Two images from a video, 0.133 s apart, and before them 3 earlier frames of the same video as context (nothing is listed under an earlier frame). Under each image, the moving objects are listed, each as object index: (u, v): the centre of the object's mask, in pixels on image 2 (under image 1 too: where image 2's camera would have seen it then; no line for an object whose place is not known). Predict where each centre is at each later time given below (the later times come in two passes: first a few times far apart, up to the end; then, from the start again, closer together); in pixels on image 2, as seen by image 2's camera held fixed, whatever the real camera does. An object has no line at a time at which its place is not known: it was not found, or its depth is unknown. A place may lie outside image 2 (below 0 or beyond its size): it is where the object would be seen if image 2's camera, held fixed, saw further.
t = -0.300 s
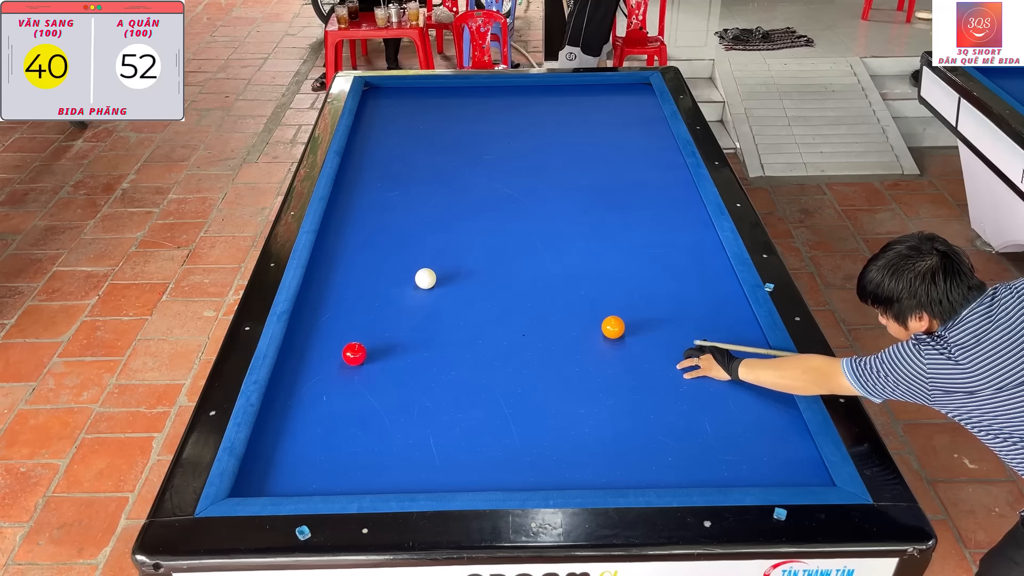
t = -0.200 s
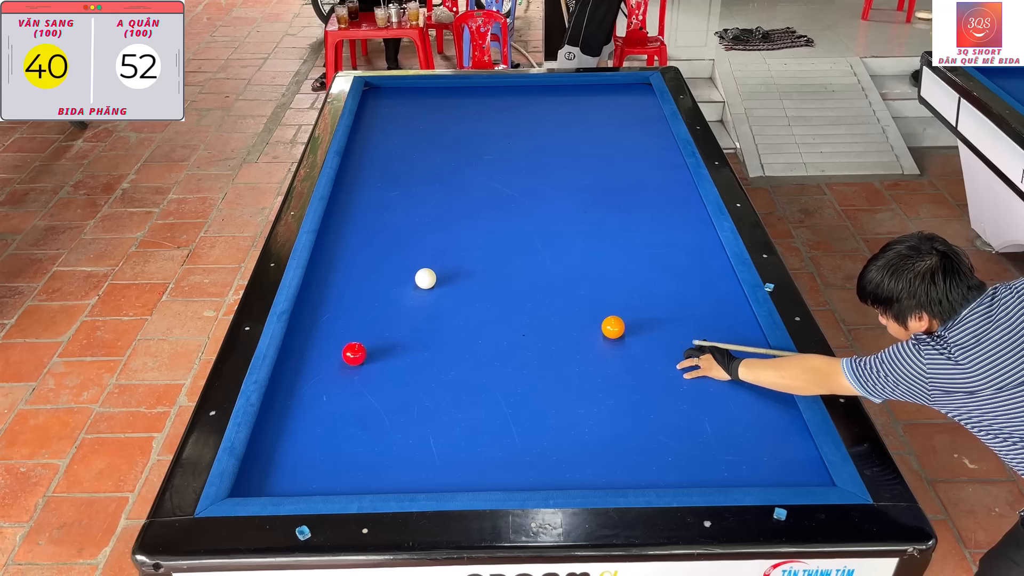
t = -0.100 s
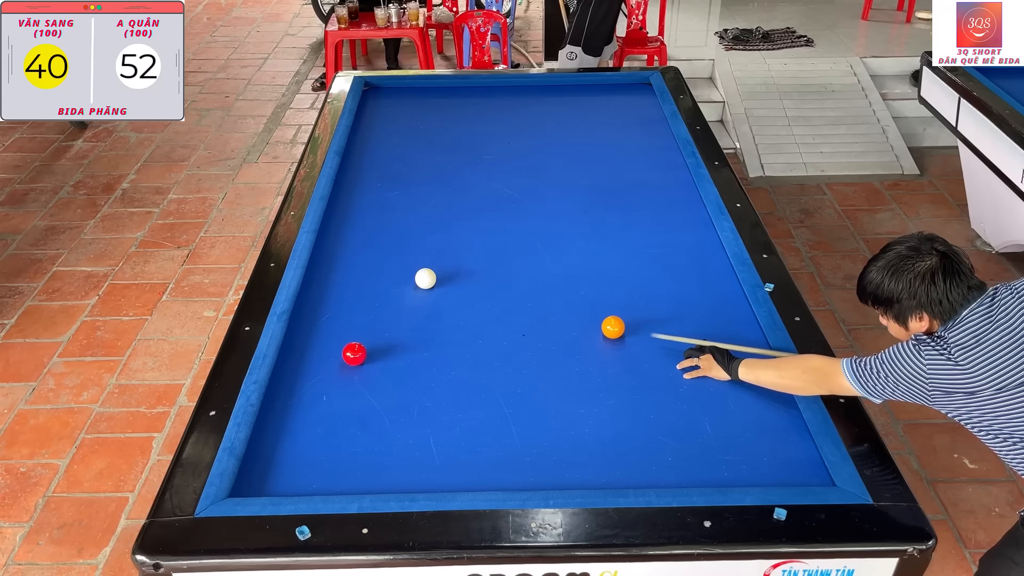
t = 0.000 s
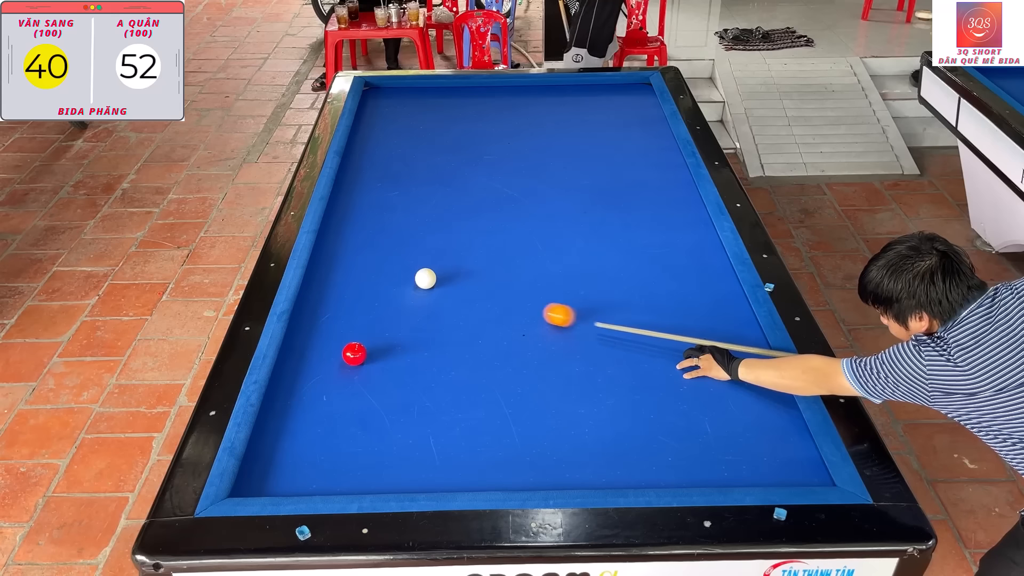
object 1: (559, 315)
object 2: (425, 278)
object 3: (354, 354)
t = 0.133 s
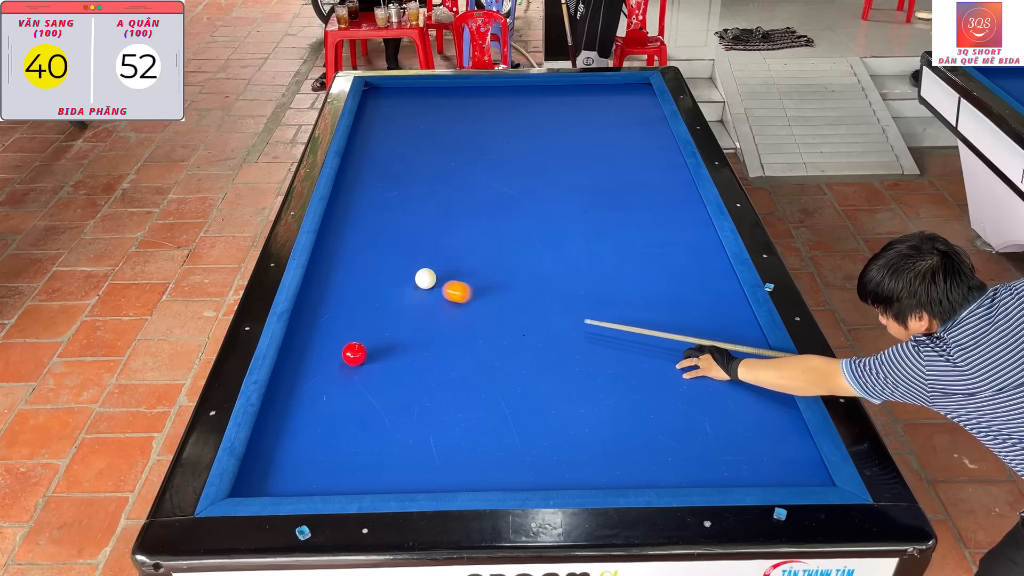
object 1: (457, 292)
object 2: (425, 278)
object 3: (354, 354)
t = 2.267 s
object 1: (389, 373)
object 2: (538, 90)
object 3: (556, 468)
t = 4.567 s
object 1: (419, 388)
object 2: (630, 167)
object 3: (725, 374)
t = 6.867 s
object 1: (419, 389)
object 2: (551, 250)
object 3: (726, 342)
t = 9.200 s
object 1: (419, 388)
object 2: (472, 323)
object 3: (721, 341)
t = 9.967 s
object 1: (419, 388)
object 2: (449, 341)
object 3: (721, 341)
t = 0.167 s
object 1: (436, 288)
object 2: (422, 276)
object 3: (354, 354)
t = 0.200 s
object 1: (424, 291)
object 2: (412, 269)
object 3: (354, 354)
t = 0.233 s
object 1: (413, 295)
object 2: (402, 260)
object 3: (354, 354)
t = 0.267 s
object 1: (402, 299)
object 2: (392, 253)
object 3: (354, 354)
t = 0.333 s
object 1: (379, 305)
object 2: (373, 239)
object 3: (354, 354)
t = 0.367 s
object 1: (367, 308)
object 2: (365, 232)
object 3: (354, 354)
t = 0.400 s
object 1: (355, 311)
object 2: (357, 226)
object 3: (354, 354)
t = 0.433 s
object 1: (343, 314)
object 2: (349, 220)
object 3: (354, 354)
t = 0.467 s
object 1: (331, 316)
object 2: (342, 215)
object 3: (354, 354)
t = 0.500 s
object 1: (319, 319)
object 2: (335, 209)
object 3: (354, 354)
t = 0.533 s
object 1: (307, 322)
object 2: (339, 205)
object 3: (354, 354)
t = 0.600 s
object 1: (308, 328)
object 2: (354, 198)
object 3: (354, 354)
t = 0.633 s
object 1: (316, 332)
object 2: (360, 194)
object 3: (354, 354)
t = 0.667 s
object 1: (323, 335)
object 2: (366, 190)
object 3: (354, 354)
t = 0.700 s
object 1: (330, 339)
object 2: (371, 187)
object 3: (354, 354)
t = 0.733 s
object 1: (336, 342)
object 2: (376, 184)
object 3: (355, 354)
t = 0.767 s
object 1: (340, 344)
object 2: (381, 180)
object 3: (358, 356)
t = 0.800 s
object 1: (341, 344)
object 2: (385, 177)
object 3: (363, 360)
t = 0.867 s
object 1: (343, 345)
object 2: (394, 171)
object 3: (373, 367)
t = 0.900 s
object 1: (344, 346)
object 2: (399, 168)
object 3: (378, 371)
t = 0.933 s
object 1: (346, 347)
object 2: (403, 165)
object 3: (382, 374)
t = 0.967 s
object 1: (347, 348)
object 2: (407, 162)
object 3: (386, 377)
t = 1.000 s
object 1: (348, 348)
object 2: (412, 159)
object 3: (390, 380)
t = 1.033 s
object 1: (349, 349)
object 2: (416, 156)
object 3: (394, 383)
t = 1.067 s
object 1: (351, 350)
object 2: (420, 153)
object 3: (399, 386)
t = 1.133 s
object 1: (353, 351)
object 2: (428, 148)
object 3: (407, 392)
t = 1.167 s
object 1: (354, 352)
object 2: (432, 145)
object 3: (411, 395)
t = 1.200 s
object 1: (355, 353)
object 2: (436, 142)
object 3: (416, 398)
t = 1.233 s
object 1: (356, 354)
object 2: (440, 140)
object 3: (420, 402)
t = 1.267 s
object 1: (358, 354)
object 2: (443, 137)
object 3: (425, 405)
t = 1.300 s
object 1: (359, 355)
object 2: (447, 135)
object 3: (429, 408)
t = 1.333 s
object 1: (360, 356)
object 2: (451, 132)
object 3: (433, 411)
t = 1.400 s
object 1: (362, 357)
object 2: (458, 127)
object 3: (442, 418)
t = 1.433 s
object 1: (363, 358)
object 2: (461, 125)
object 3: (447, 421)
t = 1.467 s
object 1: (364, 359)
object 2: (465, 122)
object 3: (451, 424)
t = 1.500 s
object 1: (365, 359)
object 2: (468, 120)
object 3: (456, 428)
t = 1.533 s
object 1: (367, 360)
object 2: (471, 117)
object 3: (461, 431)
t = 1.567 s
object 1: (368, 361)
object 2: (475, 115)
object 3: (465, 434)
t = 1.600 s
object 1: (369, 361)
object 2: (478, 113)
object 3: (470, 438)
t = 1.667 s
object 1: (371, 363)
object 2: (484, 108)
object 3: (479, 445)
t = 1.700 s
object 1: (372, 363)
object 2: (488, 106)
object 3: (484, 448)
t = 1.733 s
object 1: (373, 364)
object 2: (491, 104)
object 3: (489, 452)
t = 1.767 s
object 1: (374, 364)
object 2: (494, 102)
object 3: (493, 455)
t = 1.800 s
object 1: (375, 365)
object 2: (497, 100)
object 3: (498, 459)
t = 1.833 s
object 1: (376, 366)
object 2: (500, 98)
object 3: (503, 462)
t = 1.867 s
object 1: (377, 366)
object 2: (503, 96)
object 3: (508, 466)
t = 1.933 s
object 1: (379, 367)
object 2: (509, 91)
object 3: (518, 473)
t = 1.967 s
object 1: (380, 368)
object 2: (511, 89)
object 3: (523, 477)
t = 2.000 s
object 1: (381, 369)
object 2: (514, 87)
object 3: (528, 479)
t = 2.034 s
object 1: (382, 369)
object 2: (517, 86)
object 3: (533, 481)
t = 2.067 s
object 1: (383, 370)
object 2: (520, 84)
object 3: (536, 480)
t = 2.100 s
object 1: (384, 370)
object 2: (523, 84)
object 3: (539, 478)
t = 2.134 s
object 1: (385, 371)
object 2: (525, 85)
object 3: (543, 476)
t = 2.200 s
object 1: (387, 372)
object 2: (532, 88)
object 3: (550, 473)
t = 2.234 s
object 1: (388, 372)
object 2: (535, 89)
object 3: (553, 471)
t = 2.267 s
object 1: (389, 373)
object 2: (538, 90)
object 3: (556, 468)
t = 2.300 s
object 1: (390, 373)
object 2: (541, 91)
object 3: (559, 467)
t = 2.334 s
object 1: (391, 374)
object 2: (544, 92)
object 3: (563, 465)
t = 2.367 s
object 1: (391, 374)
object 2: (547, 93)
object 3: (566, 463)
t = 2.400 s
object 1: (392, 375)
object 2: (550, 94)
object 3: (569, 461)
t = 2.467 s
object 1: (394, 376)
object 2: (556, 96)
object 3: (575, 457)
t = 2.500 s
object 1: (395, 376)
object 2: (559, 97)
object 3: (578, 456)
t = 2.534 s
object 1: (396, 376)
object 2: (562, 98)
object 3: (582, 454)
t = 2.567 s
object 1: (397, 377)
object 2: (565, 99)
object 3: (584, 452)
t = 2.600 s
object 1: (397, 377)
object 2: (568, 100)
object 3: (587, 450)
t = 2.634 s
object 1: (398, 378)
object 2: (571, 101)
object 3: (590, 449)
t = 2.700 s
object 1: (400, 378)
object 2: (578, 103)
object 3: (596, 445)
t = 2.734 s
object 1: (400, 379)
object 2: (581, 104)
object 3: (599, 444)
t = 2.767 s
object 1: (401, 379)
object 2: (584, 105)
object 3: (602, 442)
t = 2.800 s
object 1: (402, 379)
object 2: (587, 107)
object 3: (605, 441)
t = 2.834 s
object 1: (402, 380)
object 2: (590, 108)
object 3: (607, 439)
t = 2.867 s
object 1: (403, 380)
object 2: (594, 109)
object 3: (610, 437)
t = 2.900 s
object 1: (404, 380)
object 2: (597, 110)
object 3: (613, 436)
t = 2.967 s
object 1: (405, 381)
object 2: (603, 112)
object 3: (619, 433)
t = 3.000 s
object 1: (406, 381)
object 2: (606, 113)
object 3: (621, 431)
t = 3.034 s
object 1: (406, 382)
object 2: (609, 114)
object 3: (624, 430)
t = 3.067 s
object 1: (407, 382)
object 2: (613, 115)
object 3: (627, 428)
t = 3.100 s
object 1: (407, 382)
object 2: (616, 116)
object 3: (629, 427)
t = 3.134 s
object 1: (408, 383)
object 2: (619, 117)
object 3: (632, 425)
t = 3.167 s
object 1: (408, 383)
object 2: (622, 118)
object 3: (635, 424)
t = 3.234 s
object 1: (409, 383)
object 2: (629, 120)
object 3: (639, 421)
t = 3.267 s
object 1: (410, 384)
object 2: (632, 121)
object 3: (642, 420)
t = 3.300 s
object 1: (411, 384)
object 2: (635, 122)
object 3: (645, 418)
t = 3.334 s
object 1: (411, 384)
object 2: (639, 123)
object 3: (647, 417)
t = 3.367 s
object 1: (411, 385)
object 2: (642, 125)
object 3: (650, 415)
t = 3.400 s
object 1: (412, 385)
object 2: (645, 126)
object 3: (652, 414)
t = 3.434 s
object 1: (412, 385)
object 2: (649, 127)
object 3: (654, 413)
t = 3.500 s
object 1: (413, 385)
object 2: (655, 129)
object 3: (659, 410)
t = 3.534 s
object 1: (414, 385)
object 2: (659, 130)
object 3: (662, 408)
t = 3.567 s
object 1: (414, 386)
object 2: (662, 131)
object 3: (664, 407)
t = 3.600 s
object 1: (414, 386)
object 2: (665, 132)
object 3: (666, 406)
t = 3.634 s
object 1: (415, 386)
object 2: (663, 133)
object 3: (669, 405)
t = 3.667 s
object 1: (415, 386)
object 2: (662, 135)
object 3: (671, 404)
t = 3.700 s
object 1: (416, 386)
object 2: (660, 136)
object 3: (673, 402)
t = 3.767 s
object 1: (416, 387)
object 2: (658, 138)
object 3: (678, 400)
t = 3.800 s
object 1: (416, 387)
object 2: (657, 139)
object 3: (680, 398)
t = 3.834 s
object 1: (416, 387)
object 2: (656, 140)
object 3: (682, 397)
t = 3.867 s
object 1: (417, 387)
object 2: (655, 142)
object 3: (684, 396)
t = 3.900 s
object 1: (417, 387)
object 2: (654, 143)
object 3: (686, 395)
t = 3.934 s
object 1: (417, 387)
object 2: (652, 144)
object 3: (688, 394)
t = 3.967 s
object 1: (417, 388)
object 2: (651, 145)
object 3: (691, 393)
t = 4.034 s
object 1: (418, 388)
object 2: (649, 148)
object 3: (694, 390)
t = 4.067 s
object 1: (418, 388)
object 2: (648, 149)
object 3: (696, 389)
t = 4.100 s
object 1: (418, 388)
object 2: (647, 150)
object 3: (699, 388)
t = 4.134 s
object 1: (418, 388)
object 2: (645, 151)
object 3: (700, 387)
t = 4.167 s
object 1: (418, 388)
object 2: (644, 152)
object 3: (702, 386)
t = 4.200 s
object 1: (418, 388)
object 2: (643, 154)
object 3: (704, 385)
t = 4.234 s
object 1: (419, 388)
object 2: (642, 155)
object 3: (706, 383)
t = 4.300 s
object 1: (419, 388)
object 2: (640, 157)
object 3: (710, 377)
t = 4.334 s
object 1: (419, 388)
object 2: (638, 158)
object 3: (712, 376)
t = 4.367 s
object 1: (419, 388)
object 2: (637, 159)
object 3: (714, 377)
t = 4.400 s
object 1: (419, 388)
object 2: (636, 161)
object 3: (716, 378)
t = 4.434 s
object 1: (419, 388)
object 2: (635, 162)
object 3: (717, 378)
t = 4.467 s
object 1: (419, 388)
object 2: (634, 163)
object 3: (719, 376)
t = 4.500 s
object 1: (419, 388)
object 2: (633, 164)
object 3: (721, 375)
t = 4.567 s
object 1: (419, 388)
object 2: (630, 167)
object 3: (725, 374)
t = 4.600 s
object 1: (419, 388)
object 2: (629, 168)
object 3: (726, 372)
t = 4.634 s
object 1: (419, 388)
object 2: (628, 169)
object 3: (728, 372)
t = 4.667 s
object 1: (419, 388)
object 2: (627, 170)
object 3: (730, 371)
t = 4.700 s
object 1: (419, 388)
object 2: (626, 172)
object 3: (731, 370)
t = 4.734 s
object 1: (419, 388)
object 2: (625, 173)
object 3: (733, 369)
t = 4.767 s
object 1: (419, 388)
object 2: (623, 174)
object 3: (735, 368)
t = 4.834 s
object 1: (419, 387)
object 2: (621, 177)
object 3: (738, 366)
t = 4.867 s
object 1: (419, 386)
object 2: (620, 178)
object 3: (740, 365)
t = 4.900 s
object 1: (419, 388)
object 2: (619, 179)
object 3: (741, 364)
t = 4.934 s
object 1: (419, 388)
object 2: (618, 180)
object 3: (743, 364)
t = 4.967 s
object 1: (419, 388)
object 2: (616, 181)
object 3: (744, 363)
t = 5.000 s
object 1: (419, 388)
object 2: (615, 183)
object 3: (746, 362)
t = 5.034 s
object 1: (419, 388)
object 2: (614, 184)
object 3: (747, 361)
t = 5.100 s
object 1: (419, 388)
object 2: (612, 186)
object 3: (750, 359)
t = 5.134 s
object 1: (419, 388)
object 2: (611, 187)
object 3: (752, 359)
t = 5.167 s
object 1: (419, 388)
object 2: (609, 189)
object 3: (753, 358)
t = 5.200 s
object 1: (419, 388)
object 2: (608, 190)
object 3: (755, 357)
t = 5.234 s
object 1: (419, 388)
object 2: (607, 191)
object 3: (756, 356)
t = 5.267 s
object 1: (419, 388)
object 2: (606, 192)
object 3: (757, 356)
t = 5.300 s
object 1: (419, 388)
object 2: (605, 194)
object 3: (759, 354)
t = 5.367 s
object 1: (419, 388)
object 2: (603, 196)
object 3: (761, 353)
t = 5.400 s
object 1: (419, 388)
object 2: (601, 197)
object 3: (761, 353)
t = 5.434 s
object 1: (419, 388)
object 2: (600, 198)
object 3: (759, 352)
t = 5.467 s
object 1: (419, 388)
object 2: (599, 200)
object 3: (758, 352)
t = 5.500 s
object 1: (419, 388)
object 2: (598, 201)
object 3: (757, 352)
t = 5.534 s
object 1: (419, 388)
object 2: (597, 202)
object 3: (756, 351)
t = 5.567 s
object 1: (419, 388)
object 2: (596, 203)
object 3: (755, 351)
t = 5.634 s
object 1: (419, 388)
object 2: (593, 206)
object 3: (753, 350)
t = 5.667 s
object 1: (419, 388)
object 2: (592, 207)
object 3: (752, 349)
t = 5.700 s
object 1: (419, 388)
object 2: (591, 208)
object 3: (751, 349)
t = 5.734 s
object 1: (419, 388)
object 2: (590, 209)
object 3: (750, 349)
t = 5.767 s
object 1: (419, 388)
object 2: (589, 211)
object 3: (749, 348)
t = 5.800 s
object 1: (419, 388)
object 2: (587, 212)
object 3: (748, 348)
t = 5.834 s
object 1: (419, 388)
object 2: (586, 213)
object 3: (747, 348)
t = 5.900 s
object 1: (419, 388)
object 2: (584, 215)
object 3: (745, 347)
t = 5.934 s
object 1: (419, 388)
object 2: (583, 217)
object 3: (744, 347)
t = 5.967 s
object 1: (419, 388)
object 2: (582, 218)
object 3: (744, 346)
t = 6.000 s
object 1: (419, 388)
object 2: (581, 219)
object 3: (743, 346)
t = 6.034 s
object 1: (419, 388)
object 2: (579, 220)
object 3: (742, 346)
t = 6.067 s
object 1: (419, 388)
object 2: (578, 221)
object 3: (741, 346)
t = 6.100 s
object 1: (419, 388)
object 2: (577, 223)
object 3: (740, 346)
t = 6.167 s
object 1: (419, 388)
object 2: (575, 225)
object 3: (739, 345)
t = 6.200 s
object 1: (419, 388)
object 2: (574, 226)
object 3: (738, 345)
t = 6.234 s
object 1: (419, 388)
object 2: (572, 228)
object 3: (737, 345)
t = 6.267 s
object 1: (419, 388)
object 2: (571, 229)
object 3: (736, 344)
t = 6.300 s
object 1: (419, 388)
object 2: (570, 230)
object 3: (736, 344)
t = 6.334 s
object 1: (419, 388)
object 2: (569, 231)
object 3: (735, 344)
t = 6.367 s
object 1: (419, 388)
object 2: (568, 232)
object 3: (734, 344)
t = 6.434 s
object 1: (419, 388)
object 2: (565, 235)
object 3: (733, 343)
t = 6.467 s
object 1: (419, 388)
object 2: (564, 236)
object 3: (732, 343)
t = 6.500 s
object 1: (419, 388)
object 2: (563, 237)
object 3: (732, 343)
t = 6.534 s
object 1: (419, 388)
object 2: (562, 238)
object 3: (731, 343)
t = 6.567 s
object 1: (419, 388)
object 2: (561, 239)
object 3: (730, 343)
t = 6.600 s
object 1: (419, 388)
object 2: (560, 241)
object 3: (730, 343)
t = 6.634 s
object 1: (419, 388)
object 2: (559, 242)
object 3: (729, 343)
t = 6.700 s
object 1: (419, 388)
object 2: (556, 244)
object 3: (728, 342)
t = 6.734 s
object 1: (419, 388)
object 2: (555, 245)
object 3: (728, 342)
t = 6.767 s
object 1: (419, 388)
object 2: (554, 246)
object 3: (727, 342)
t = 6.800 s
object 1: (419, 388)
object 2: (553, 247)
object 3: (727, 342)
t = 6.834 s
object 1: (419, 389)
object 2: (552, 249)
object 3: (726, 342)
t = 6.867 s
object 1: (419, 389)
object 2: (551, 250)
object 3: (726, 342)
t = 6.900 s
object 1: (419, 389)
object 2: (549, 251)
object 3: (726, 342)
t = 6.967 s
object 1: (419, 388)
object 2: (547, 253)
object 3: (725, 342)
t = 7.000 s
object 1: (419, 388)
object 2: (546, 254)
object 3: (725, 341)
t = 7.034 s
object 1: (419, 389)
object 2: (545, 256)
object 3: (724, 342)
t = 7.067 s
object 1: (419, 389)
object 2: (544, 257)
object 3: (724, 341)
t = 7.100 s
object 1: (419, 388)
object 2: (542, 258)
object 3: (724, 341)
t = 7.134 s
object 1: (419, 389)
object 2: (541, 259)
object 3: (723, 341)
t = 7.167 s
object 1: (419, 388)
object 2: (540, 260)
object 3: (723, 341)
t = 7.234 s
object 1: (419, 389)
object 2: (538, 263)
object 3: (723, 341)
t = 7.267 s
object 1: (419, 388)
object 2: (536, 264)
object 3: (722, 341)
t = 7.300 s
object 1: (419, 389)
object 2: (535, 265)
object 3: (722, 341)
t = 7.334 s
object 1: (419, 389)
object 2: (534, 266)
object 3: (722, 341)
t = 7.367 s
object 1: (419, 388)
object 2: (533, 267)
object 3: (722, 341)
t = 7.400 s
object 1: (419, 388)
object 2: (532, 268)
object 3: (721, 341)
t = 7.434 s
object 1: (419, 388)
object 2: (531, 269)
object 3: (721, 341)
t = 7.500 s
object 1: (419, 388)
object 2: (528, 272)
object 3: (721, 341)
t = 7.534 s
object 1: (419, 389)
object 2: (527, 273)
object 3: (721, 341)
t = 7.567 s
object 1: (419, 388)
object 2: (526, 274)
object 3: (721, 341)
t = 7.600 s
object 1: (419, 388)
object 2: (525, 275)
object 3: (720, 341)
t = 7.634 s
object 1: (419, 389)
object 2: (524, 276)
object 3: (720, 341)
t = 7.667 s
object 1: (419, 388)
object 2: (523, 277)
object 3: (721, 340)
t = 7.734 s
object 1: (419, 389)
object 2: (521, 279)
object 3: (721, 341)
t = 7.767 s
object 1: (419, 389)
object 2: (520, 280)
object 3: (721, 341)
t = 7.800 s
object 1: (419, 389)
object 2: (518, 282)
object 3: (721, 341)
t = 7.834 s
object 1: (419, 389)
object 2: (517, 283)
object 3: (721, 341)
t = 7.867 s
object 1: (419, 389)
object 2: (516, 284)
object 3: (721, 341)
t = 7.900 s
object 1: (419, 389)
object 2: (515, 285)
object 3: (721, 341)
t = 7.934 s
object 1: (419, 389)
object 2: (514, 286)
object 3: (722, 341)
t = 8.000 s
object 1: (419, 389)
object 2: (511, 288)
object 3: (722, 341)
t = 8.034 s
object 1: (419, 389)
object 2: (510, 289)
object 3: (722, 341)
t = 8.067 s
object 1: (419, 389)
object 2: (509, 290)
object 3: (721, 341)
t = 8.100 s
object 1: (419, 388)
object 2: (508, 291)
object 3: (721, 341)
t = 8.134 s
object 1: (419, 389)
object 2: (507, 292)
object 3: (721, 341)
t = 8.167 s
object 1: (419, 388)
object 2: (506, 294)
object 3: (721, 341)
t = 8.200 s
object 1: (419, 389)
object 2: (505, 295)
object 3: (721, 341)
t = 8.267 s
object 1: (419, 389)
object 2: (502, 297)
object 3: (721, 341)
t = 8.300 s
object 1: (419, 388)
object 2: (501, 298)
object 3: (721, 341)
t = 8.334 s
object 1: (419, 389)
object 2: (500, 299)
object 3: (721, 341)
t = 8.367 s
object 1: (419, 389)
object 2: (499, 300)
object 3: (721, 341)
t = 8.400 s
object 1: (419, 389)
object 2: (498, 301)
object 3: (721, 341)
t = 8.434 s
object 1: (419, 389)
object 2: (497, 302)
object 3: (721, 341)
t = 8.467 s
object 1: (419, 389)
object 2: (495, 303)
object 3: (721, 341)
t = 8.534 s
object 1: (419, 389)
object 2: (493, 305)
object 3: (721, 341)
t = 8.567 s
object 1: (419, 389)
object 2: (492, 306)
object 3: (721, 341)
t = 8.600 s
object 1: (419, 389)
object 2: (491, 307)
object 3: (721, 341)
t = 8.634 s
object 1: (419, 388)
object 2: (490, 307)
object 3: (721, 341)
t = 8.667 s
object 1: (419, 389)
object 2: (489, 309)
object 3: (721, 341)
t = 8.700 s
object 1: (419, 389)
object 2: (488, 309)
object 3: (721, 341)
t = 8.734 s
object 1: (419, 388)
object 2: (487, 310)
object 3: (721, 341)
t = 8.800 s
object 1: (419, 389)
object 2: (485, 312)
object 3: (721, 341)
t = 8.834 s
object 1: (419, 388)
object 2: (483, 313)
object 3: (721, 341)
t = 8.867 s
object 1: (419, 389)
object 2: (482, 314)
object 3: (721, 341)
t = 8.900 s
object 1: (419, 389)
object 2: (481, 315)
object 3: (721, 341)
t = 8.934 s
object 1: (419, 389)
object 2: (480, 316)
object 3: (721, 341)
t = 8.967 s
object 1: (419, 389)
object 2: (479, 317)
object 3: (721, 341)
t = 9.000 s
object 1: (419, 388)
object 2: (478, 318)
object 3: (721, 341)
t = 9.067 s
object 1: (419, 389)
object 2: (476, 320)
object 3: (721, 341)
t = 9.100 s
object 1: (419, 389)
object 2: (475, 320)
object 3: (721, 341)
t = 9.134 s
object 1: (419, 388)
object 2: (474, 321)
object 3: (721, 341)
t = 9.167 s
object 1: (419, 389)
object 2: (473, 322)
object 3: (721, 341)
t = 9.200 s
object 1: (419, 388)
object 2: (472, 323)
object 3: (721, 341)
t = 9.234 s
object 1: (419, 389)
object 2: (471, 324)
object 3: (721, 341)
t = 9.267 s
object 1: (419, 388)
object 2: (470, 325)
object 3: (721, 341)
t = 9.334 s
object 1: (419, 388)
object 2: (468, 326)
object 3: (721, 341)
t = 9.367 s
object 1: (419, 388)
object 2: (467, 327)
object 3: (721, 341)
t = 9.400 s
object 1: (419, 388)
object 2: (466, 328)
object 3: (721, 341)
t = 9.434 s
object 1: (419, 388)
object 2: (465, 329)
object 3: (721, 341)
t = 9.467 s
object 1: (419, 388)
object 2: (464, 330)
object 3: (721, 341)
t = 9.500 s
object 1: (419, 388)
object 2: (463, 330)
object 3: (721, 341)
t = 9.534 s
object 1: (419, 388)
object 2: (462, 331)
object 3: (721, 341)
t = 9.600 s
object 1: (419, 388)
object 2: (460, 333)
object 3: (721, 341)
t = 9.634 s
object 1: (419, 388)
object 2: (459, 334)
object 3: (721, 341)
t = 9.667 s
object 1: (419, 388)
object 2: (458, 334)
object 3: (721, 341)
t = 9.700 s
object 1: (419, 388)
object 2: (457, 335)
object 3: (721, 341)
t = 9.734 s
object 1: (419, 388)
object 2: (456, 336)
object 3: (721, 341)
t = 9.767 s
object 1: (419, 388)
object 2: (455, 337)
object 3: (721, 341)
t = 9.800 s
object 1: (419, 388)
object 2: (454, 337)
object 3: (721, 341)
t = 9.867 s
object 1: (419, 388)
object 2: (452, 339)
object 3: (721, 341)
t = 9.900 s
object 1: (419, 388)
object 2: (451, 340)
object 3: (721, 341)
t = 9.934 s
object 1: (419, 388)
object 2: (450, 340)
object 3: (721, 341)
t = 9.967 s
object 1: (419, 388)
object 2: (449, 341)
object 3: (721, 341)
